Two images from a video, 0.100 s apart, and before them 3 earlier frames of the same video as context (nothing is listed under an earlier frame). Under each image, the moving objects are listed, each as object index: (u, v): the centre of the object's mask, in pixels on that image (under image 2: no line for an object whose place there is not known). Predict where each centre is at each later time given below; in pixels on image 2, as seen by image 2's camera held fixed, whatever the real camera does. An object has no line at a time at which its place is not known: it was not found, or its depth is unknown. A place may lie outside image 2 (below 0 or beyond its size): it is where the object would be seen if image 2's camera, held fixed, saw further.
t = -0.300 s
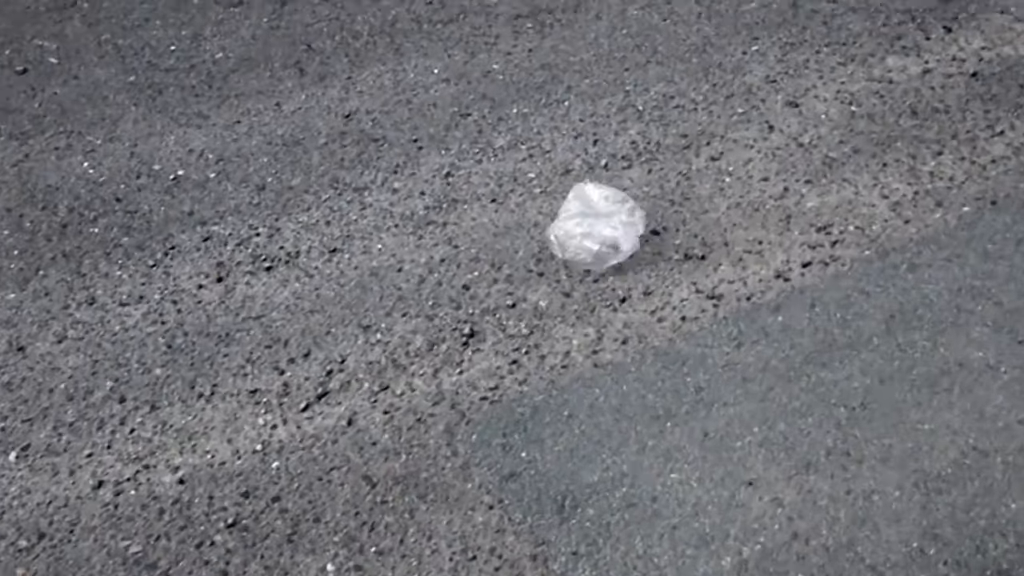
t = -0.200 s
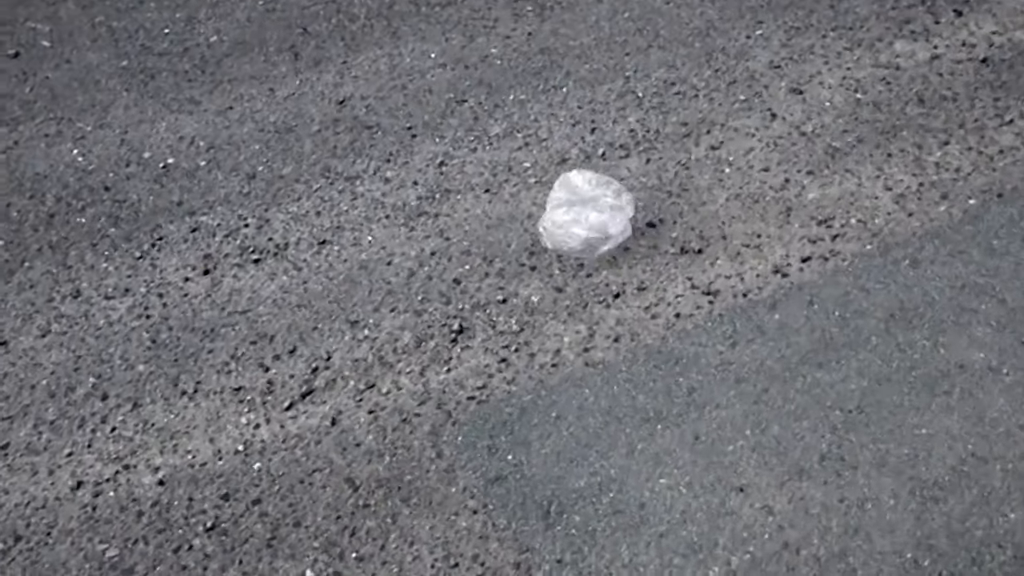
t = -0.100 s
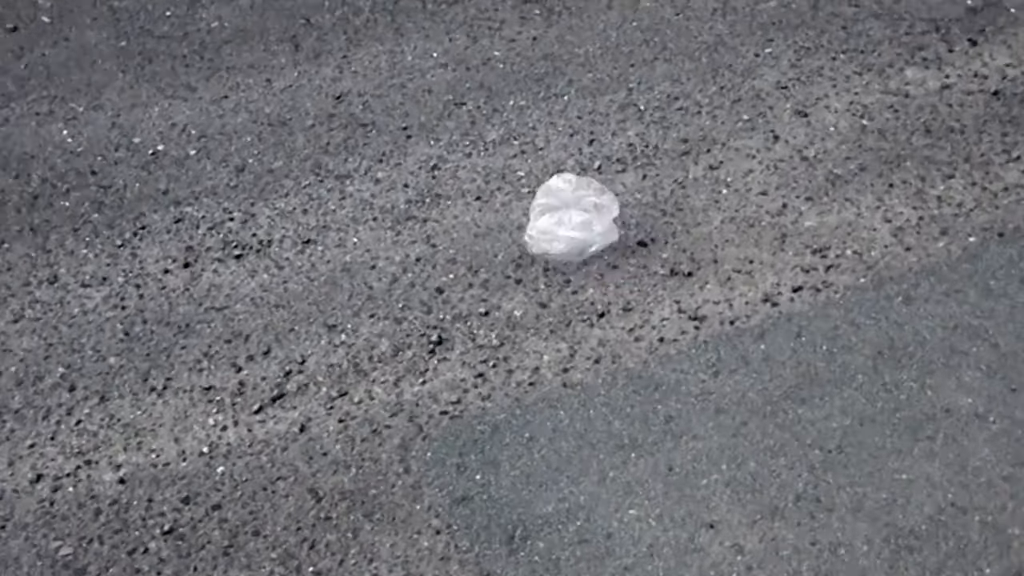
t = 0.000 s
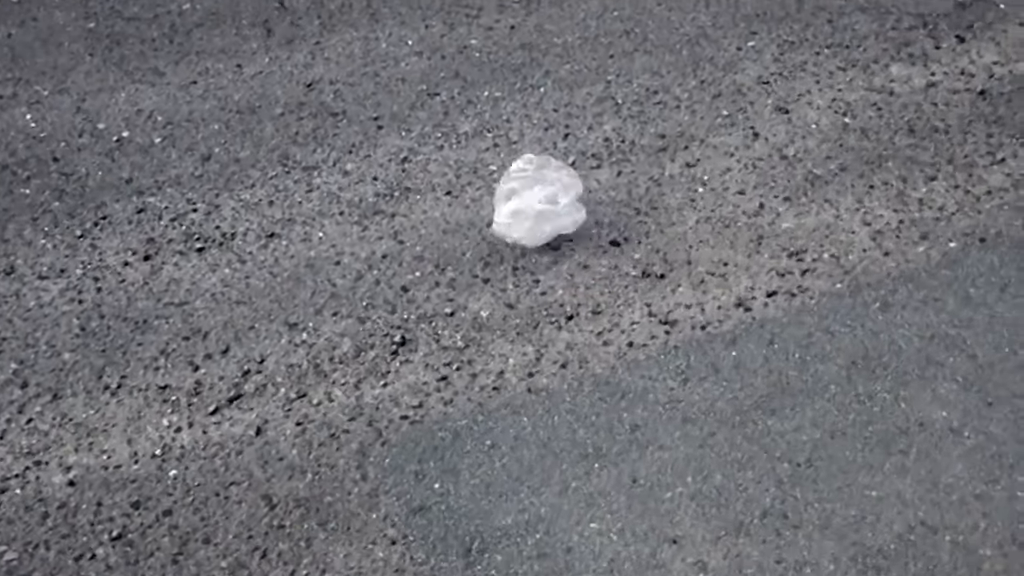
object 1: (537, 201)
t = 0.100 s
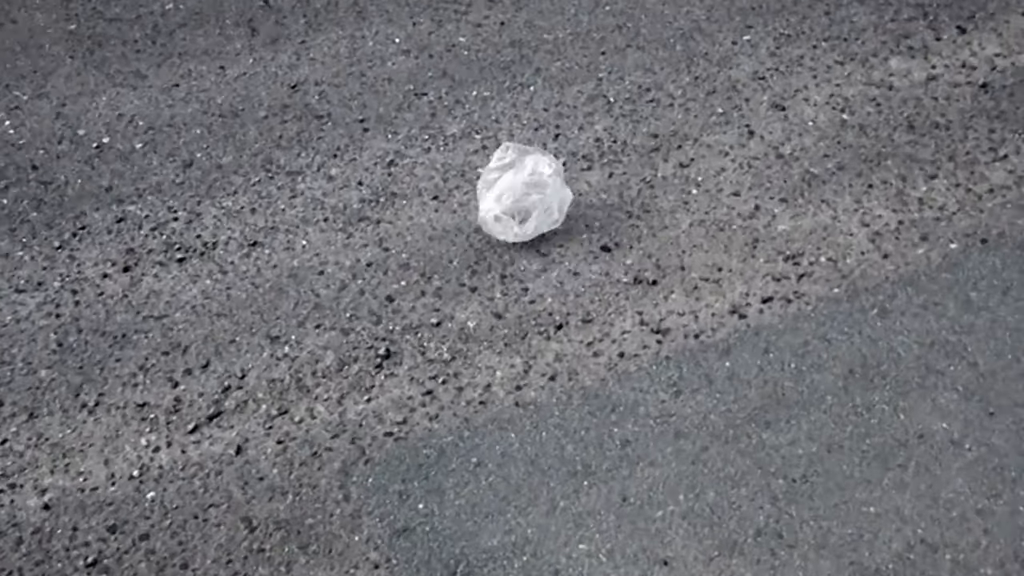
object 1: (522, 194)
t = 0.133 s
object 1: (521, 188)
